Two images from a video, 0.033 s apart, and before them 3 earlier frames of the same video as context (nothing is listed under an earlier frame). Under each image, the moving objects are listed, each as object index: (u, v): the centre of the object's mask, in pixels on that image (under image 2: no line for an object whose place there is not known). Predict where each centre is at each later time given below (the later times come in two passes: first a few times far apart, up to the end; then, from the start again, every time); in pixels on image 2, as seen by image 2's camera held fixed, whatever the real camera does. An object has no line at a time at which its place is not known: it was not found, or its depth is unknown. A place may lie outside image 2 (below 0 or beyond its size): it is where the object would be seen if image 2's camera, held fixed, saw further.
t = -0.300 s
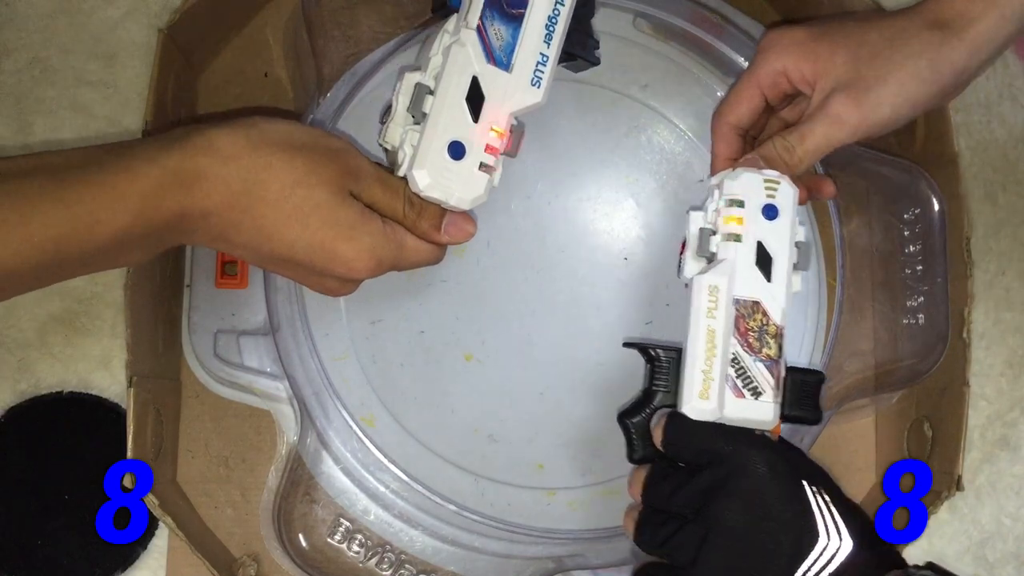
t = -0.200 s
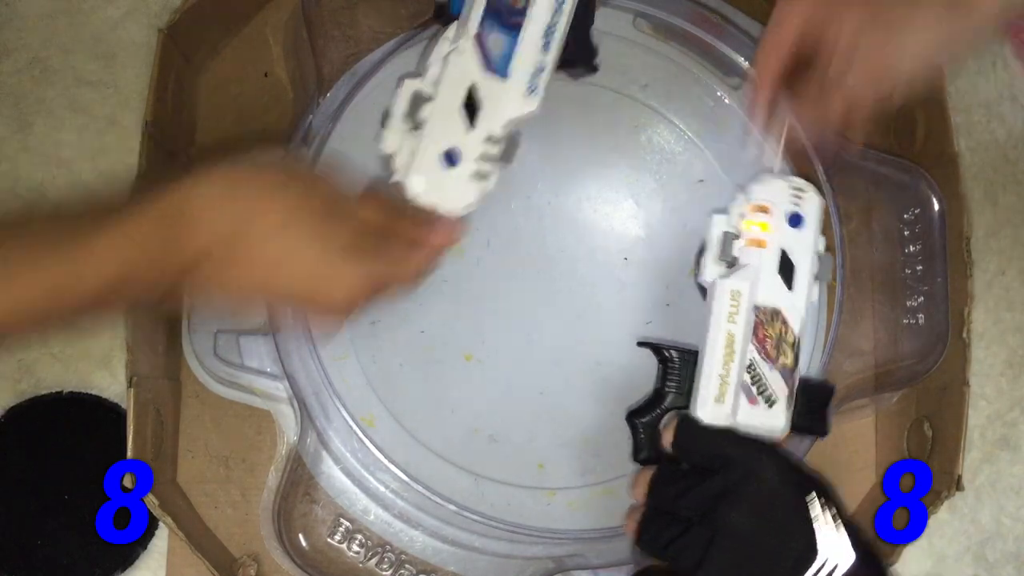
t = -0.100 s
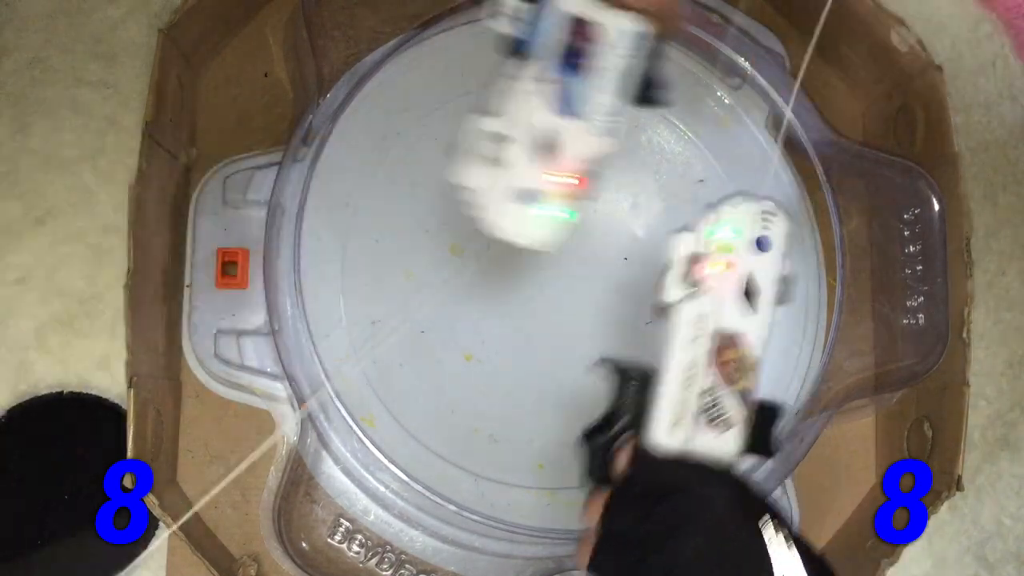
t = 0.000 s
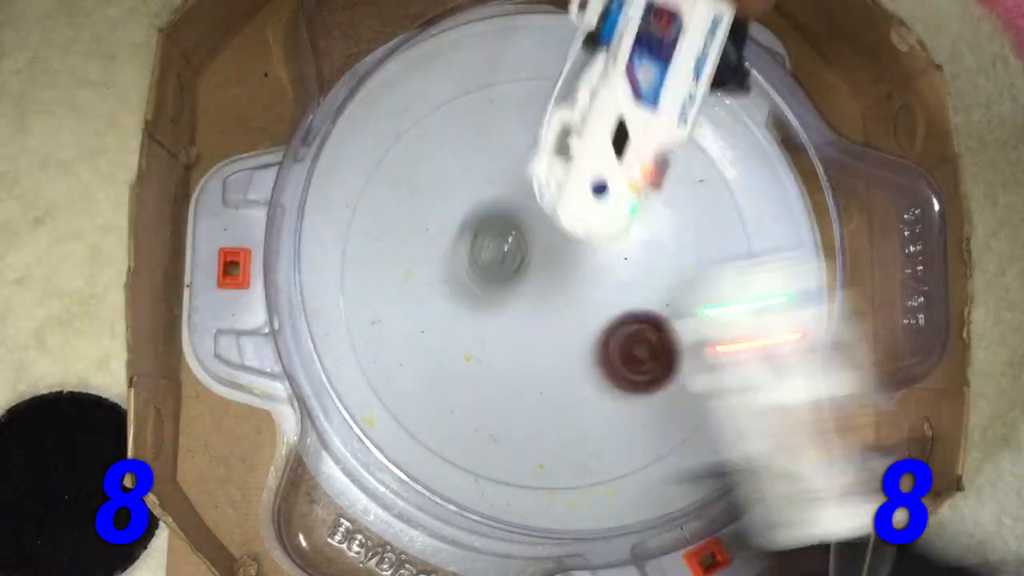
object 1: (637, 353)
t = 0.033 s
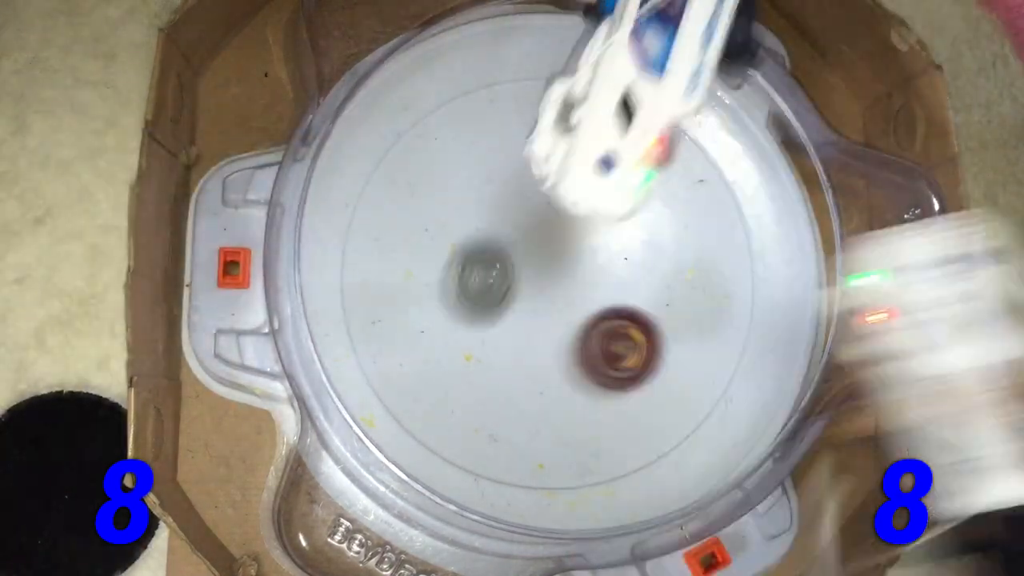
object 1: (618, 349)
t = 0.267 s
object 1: (673, 400)
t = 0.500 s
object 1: (609, 158)
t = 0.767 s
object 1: (453, 153)
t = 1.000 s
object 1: (493, 383)
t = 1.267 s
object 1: (705, 399)
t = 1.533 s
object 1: (640, 135)
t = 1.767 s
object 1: (415, 148)
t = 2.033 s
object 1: (464, 496)
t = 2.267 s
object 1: (646, 347)
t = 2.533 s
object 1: (624, 87)
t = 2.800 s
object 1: (391, 222)
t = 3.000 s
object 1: (421, 402)
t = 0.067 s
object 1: (594, 346)
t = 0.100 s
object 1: (579, 357)
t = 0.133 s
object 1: (626, 437)
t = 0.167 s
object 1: (667, 486)
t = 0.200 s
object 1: (678, 467)
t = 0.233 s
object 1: (677, 433)
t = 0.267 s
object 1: (673, 400)
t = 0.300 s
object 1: (664, 370)
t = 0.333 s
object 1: (659, 333)
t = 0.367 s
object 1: (653, 296)
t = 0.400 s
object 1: (645, 258)
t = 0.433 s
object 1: (635, 221)
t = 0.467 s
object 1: (623, 189)
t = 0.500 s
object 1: (609, 158)
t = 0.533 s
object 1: (592, 134)
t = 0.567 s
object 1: (574, 116)
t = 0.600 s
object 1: (553, 105)
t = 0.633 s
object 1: (530, 100)
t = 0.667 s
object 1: (508, 102)
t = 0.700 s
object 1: (488, 112)
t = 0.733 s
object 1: (469, 130)
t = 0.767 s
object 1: (453, 153)
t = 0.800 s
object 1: (443, 181)
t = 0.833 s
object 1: (436, 214)
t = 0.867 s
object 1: (437, 248)
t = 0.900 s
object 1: (443, 285)
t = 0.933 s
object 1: (454, 319)
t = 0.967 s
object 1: (471, 352)
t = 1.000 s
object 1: (493, 383)
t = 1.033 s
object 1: (519, 408)
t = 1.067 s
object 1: (546, 428)
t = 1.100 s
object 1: (576, 442)
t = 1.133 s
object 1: (608, 450)
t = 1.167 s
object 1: (637, 450)
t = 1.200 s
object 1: (668, 442)
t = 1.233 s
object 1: (691, 424)
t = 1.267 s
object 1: (705, 399)
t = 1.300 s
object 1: (715, 369)
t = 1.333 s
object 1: (722, 334)
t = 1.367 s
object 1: (722, 298)
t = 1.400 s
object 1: (716, 262)
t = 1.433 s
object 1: (706, 227)
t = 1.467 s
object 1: (689, 191)
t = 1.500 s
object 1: (668, 161)
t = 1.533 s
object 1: (640, 135)
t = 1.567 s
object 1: (613, 114)
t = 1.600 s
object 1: (580, 101)
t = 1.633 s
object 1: (546, 93)
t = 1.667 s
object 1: (510, 94)
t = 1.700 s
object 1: (476, 102)
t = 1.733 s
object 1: (445, 120)
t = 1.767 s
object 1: (415, 148)
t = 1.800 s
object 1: (393, 182)
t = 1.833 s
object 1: (375, 227)
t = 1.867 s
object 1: (364, 274)
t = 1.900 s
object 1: (361, 326)
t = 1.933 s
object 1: (372, 374)
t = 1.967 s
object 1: (398, 418)
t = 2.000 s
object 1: (431, 462)
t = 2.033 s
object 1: (464, 496)
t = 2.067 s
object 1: (501, 526)
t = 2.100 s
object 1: (534, 523)
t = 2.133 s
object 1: (559, 492)
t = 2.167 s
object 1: (582, 462)
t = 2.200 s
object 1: (606, 425)
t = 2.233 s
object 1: (627, 388)
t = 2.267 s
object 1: (646, 347)
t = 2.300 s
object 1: (660, 307)
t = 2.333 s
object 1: (670, 268)
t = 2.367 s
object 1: (675, 229)
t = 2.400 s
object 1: (674, 193)
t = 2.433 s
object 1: (669, 161)
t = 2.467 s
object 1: (659, 131)
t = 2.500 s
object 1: (644, 106)
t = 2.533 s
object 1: (624, 87)
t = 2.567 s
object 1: (595, 79)
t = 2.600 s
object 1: (563, 83)
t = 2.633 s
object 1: (527, 92)
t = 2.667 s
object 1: (491, 109)
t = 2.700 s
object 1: (459, 130)
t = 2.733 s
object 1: (431, 158)
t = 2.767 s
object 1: (408, 189)
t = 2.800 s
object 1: (391, 222)
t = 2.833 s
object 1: (380, 258)
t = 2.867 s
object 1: (375, 294)
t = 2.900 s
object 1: (377, 329)
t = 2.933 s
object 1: (386, 358)
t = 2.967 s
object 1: (401, 383)
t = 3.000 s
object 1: (421, 402)
